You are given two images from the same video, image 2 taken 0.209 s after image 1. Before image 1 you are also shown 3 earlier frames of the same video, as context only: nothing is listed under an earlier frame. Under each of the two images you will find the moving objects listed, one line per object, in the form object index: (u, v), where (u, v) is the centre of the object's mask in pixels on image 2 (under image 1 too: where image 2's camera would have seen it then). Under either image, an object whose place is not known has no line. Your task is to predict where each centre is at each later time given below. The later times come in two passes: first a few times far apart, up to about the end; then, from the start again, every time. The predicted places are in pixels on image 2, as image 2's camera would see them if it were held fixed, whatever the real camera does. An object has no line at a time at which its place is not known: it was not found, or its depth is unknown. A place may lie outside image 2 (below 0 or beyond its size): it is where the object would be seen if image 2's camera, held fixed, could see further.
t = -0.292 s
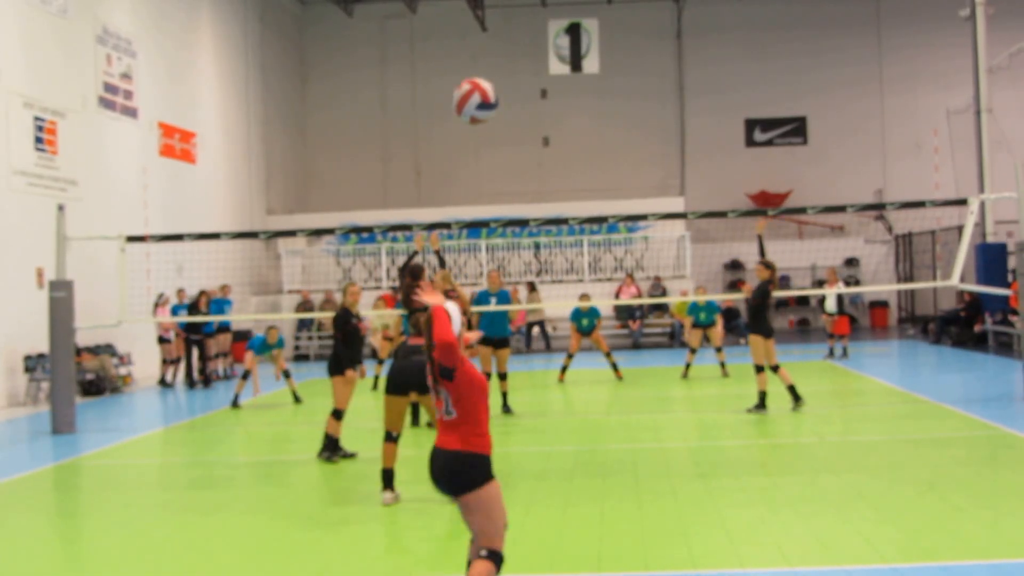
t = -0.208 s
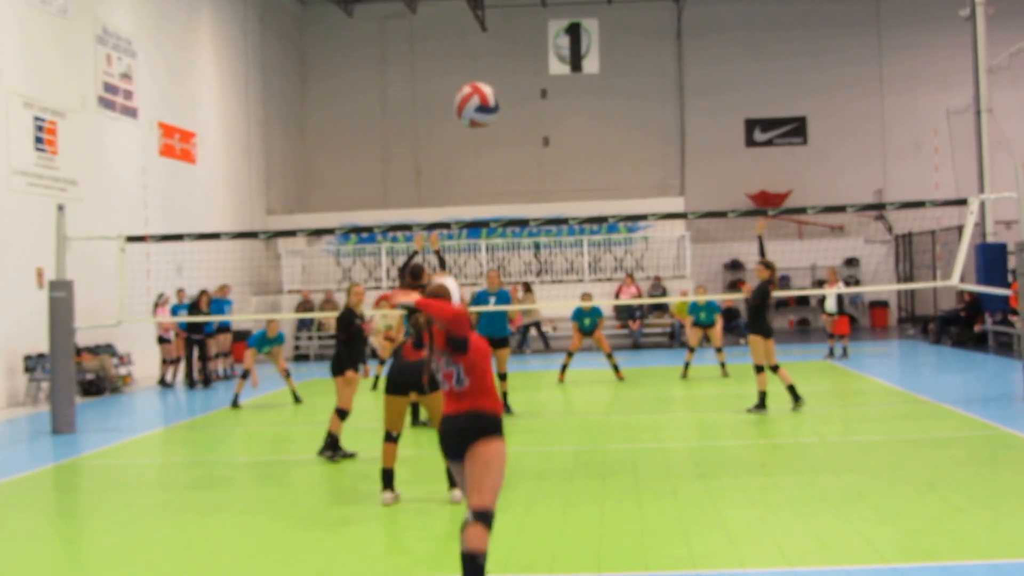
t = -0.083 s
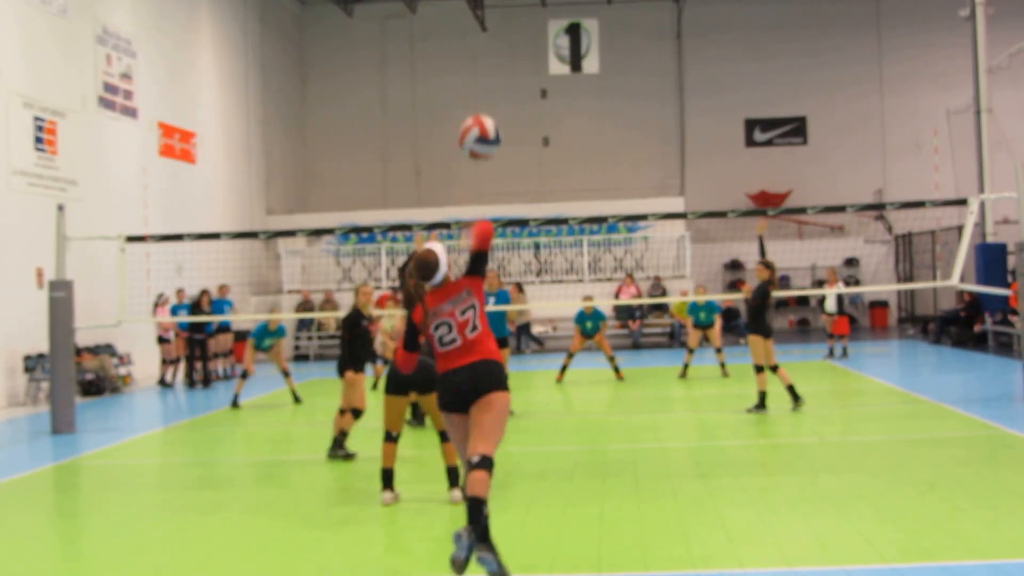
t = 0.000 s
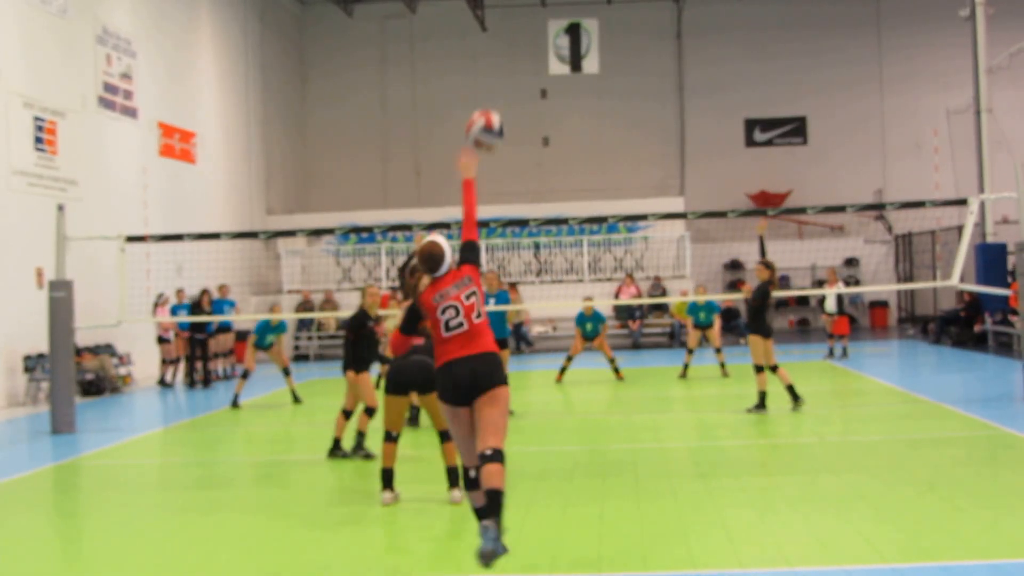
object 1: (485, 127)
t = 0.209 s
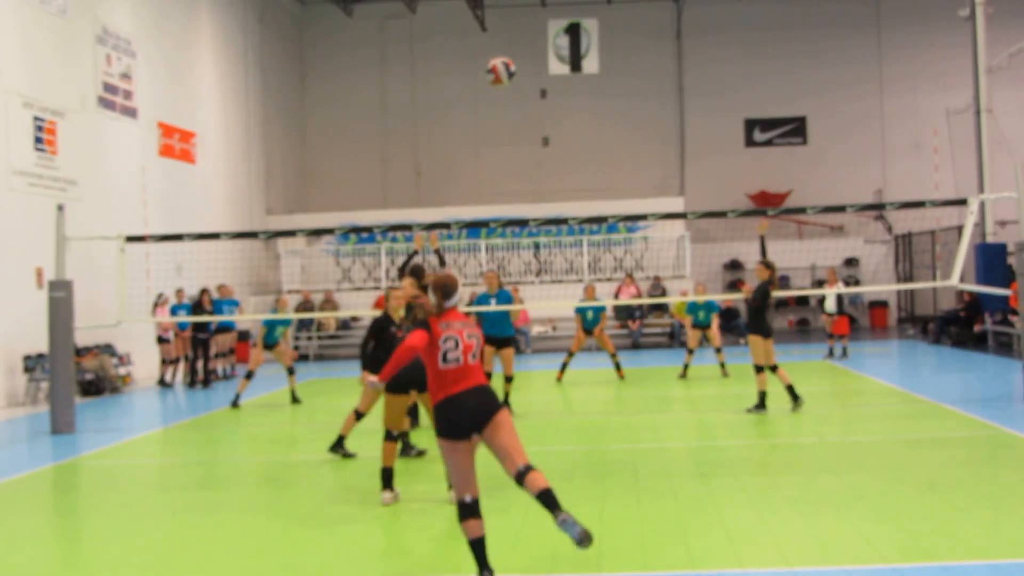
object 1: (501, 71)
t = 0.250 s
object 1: (502, 69)
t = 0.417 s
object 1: (503, 82)
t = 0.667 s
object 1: (500, 136)
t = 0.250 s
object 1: (502, 69)
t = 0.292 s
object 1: (503, 70)
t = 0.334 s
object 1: (503, 72)
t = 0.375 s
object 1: (503, 76)
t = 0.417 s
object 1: (503, 82)
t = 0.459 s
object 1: (502, 88)
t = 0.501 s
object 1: (501, 95)
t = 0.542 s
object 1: (501, 104)
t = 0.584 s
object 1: (500, 113)
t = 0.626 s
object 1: (500, 124)
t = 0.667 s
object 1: (500, 136)
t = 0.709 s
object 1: (501, 149)
